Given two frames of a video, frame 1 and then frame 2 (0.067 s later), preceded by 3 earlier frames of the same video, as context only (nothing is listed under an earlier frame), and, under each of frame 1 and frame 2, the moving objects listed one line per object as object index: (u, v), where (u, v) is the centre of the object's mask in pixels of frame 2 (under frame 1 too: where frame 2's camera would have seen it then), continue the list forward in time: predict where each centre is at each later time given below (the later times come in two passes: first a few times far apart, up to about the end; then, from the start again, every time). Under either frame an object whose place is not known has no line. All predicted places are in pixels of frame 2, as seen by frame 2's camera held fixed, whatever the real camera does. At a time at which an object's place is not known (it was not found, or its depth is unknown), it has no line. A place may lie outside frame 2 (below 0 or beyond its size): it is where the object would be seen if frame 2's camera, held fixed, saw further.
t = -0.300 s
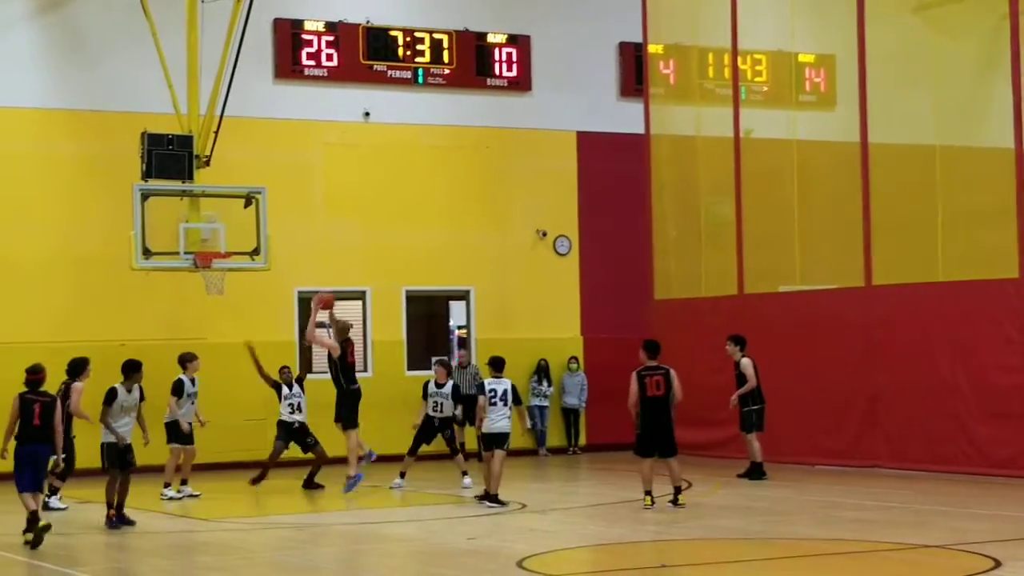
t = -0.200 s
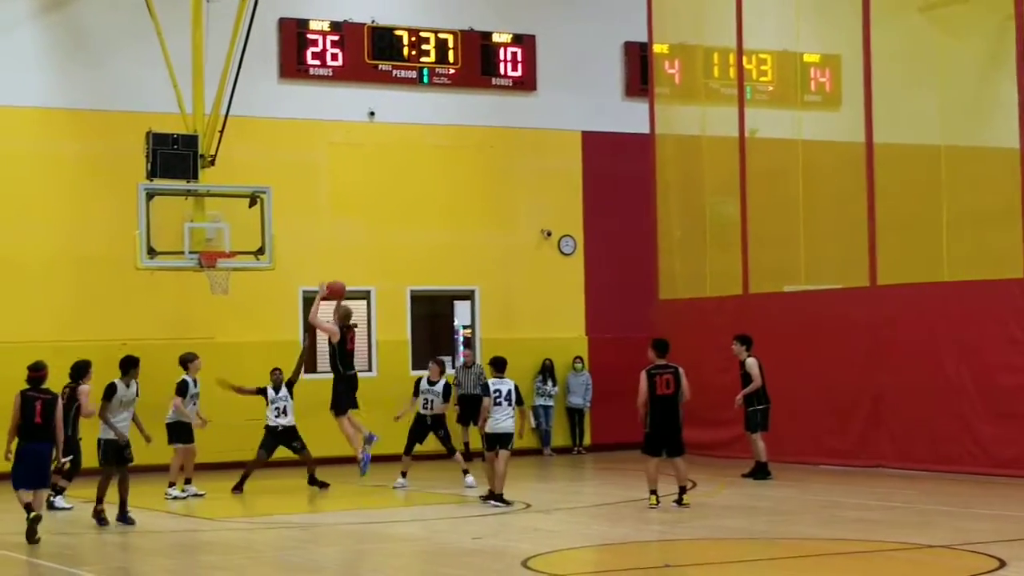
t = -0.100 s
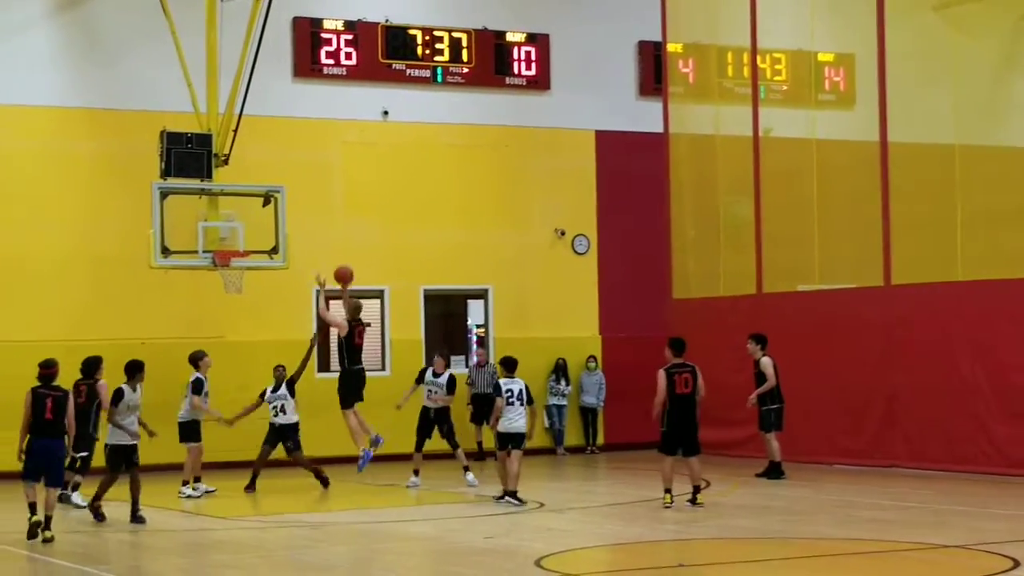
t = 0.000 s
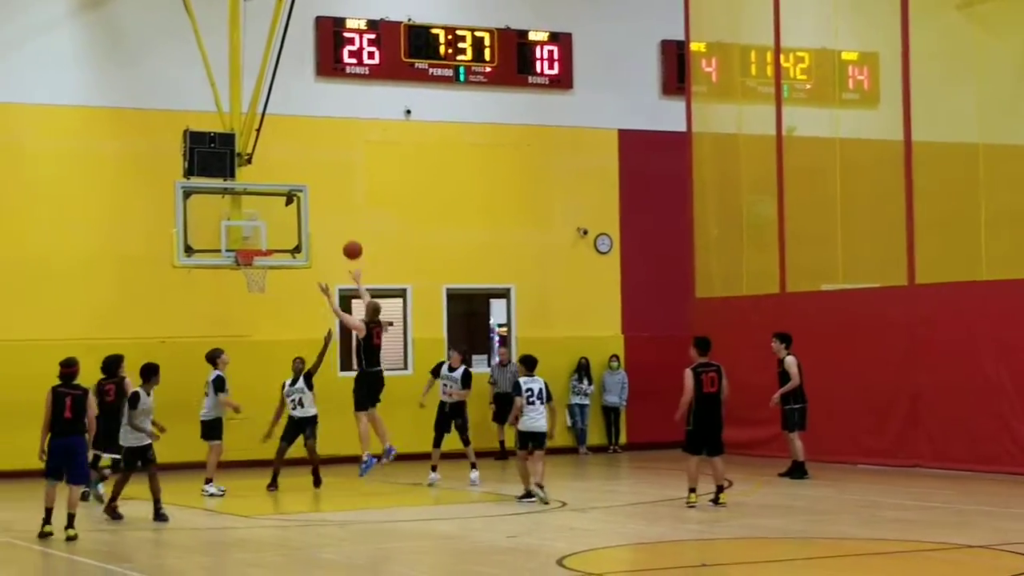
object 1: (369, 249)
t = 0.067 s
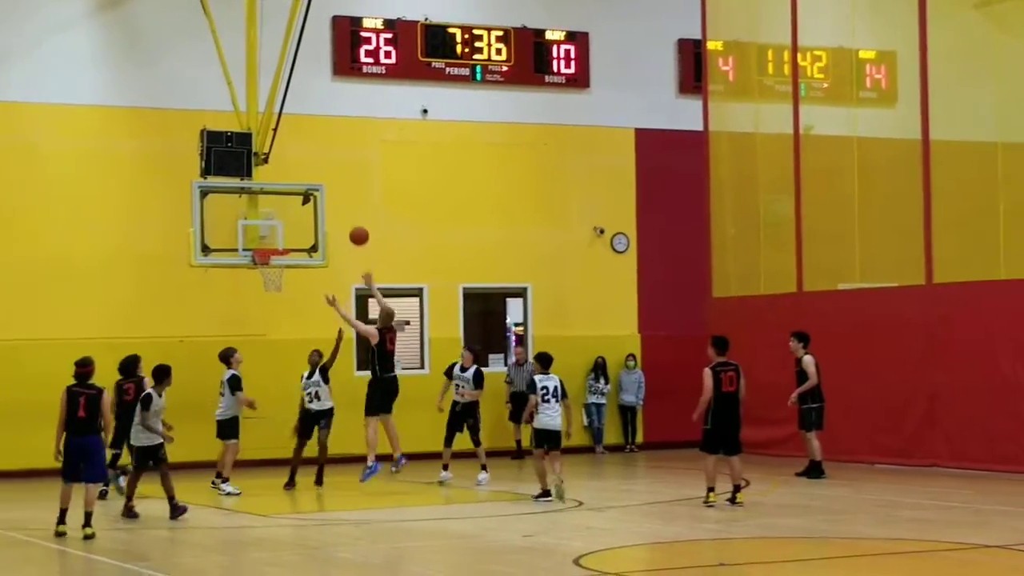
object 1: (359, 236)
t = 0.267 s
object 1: (329, 217)
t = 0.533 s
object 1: (293, 240)
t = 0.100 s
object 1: (353, 230)
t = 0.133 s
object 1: (349, 226)
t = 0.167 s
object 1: (344, 222)
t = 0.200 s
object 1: (339, 220)
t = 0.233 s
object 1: (334, 218)
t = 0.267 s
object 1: (329, 217)
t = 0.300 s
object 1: (324, 217)
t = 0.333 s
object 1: (320, 218)
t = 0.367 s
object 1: (315, 219)
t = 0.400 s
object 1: (310, 222)
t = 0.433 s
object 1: (306, 225)
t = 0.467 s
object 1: (302, 229)
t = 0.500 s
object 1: (297, 234)
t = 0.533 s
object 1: (293, 240)
